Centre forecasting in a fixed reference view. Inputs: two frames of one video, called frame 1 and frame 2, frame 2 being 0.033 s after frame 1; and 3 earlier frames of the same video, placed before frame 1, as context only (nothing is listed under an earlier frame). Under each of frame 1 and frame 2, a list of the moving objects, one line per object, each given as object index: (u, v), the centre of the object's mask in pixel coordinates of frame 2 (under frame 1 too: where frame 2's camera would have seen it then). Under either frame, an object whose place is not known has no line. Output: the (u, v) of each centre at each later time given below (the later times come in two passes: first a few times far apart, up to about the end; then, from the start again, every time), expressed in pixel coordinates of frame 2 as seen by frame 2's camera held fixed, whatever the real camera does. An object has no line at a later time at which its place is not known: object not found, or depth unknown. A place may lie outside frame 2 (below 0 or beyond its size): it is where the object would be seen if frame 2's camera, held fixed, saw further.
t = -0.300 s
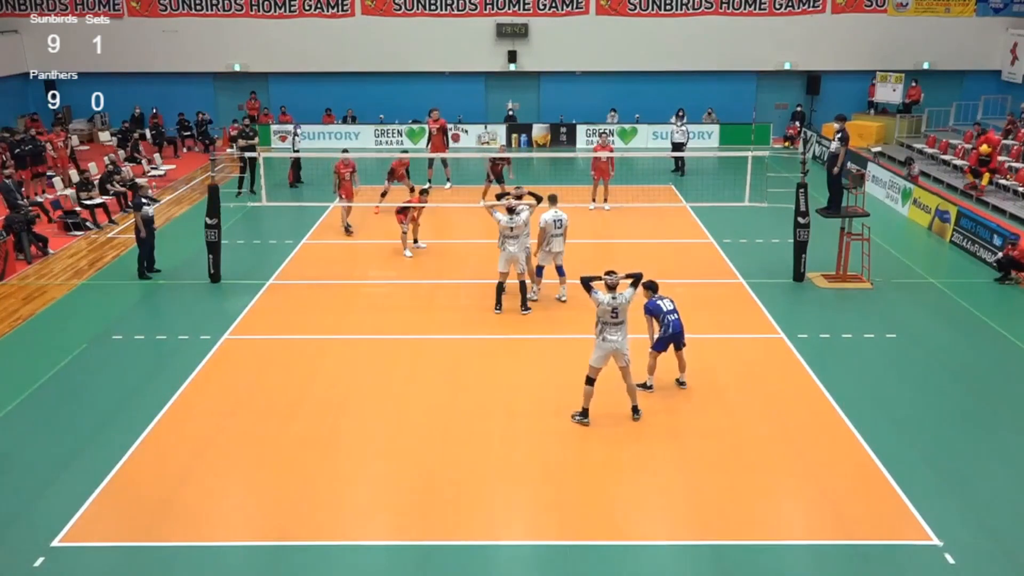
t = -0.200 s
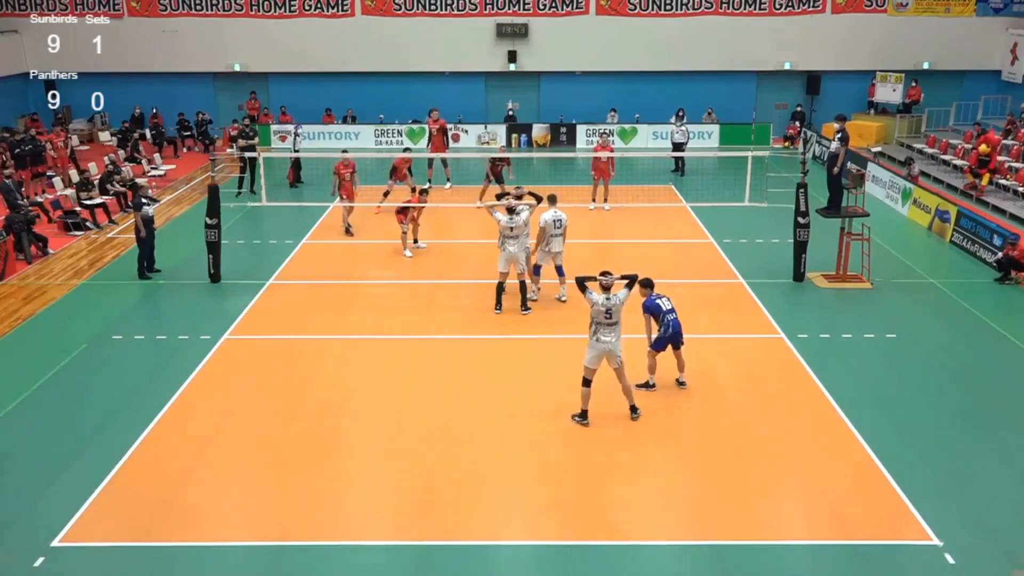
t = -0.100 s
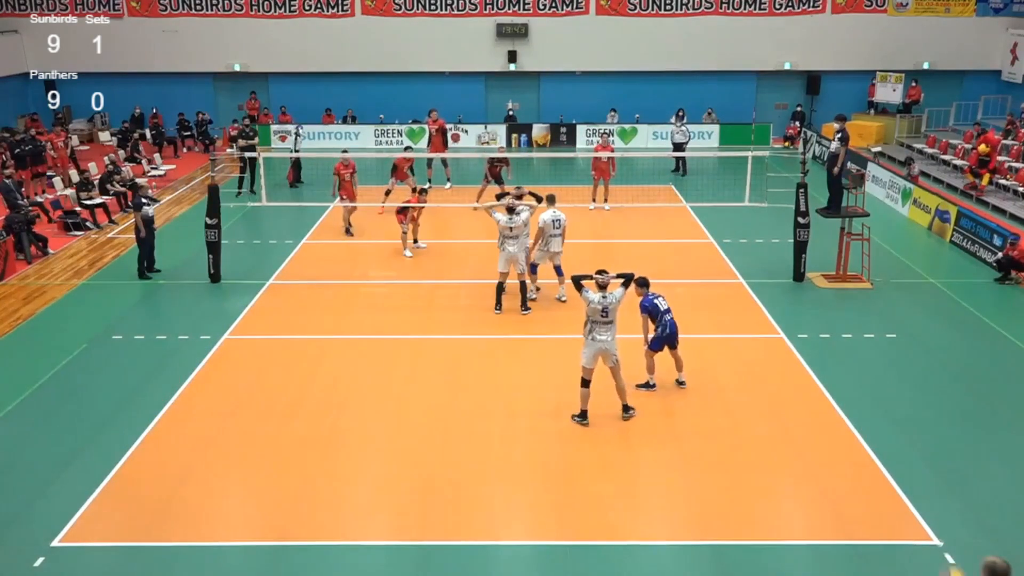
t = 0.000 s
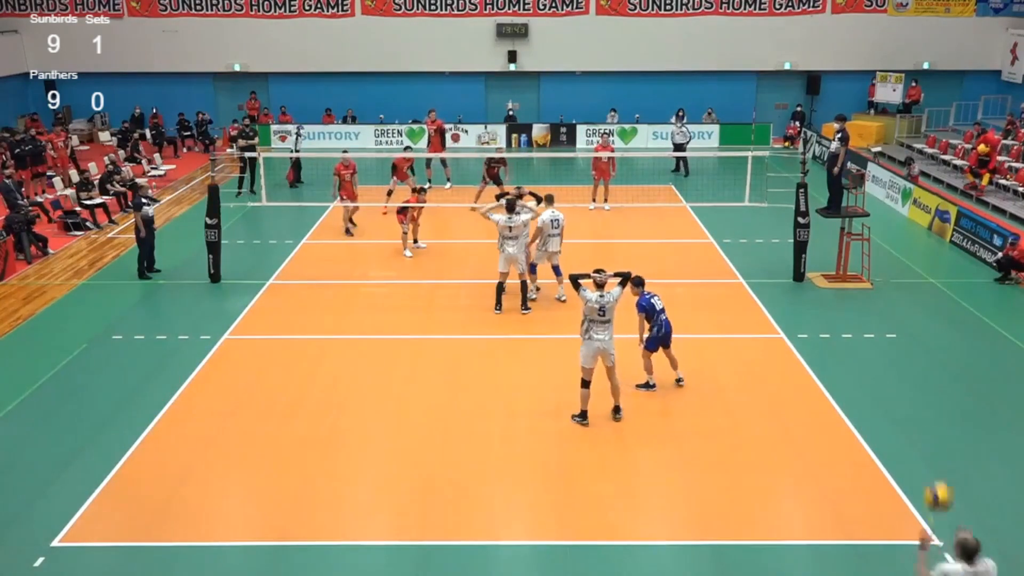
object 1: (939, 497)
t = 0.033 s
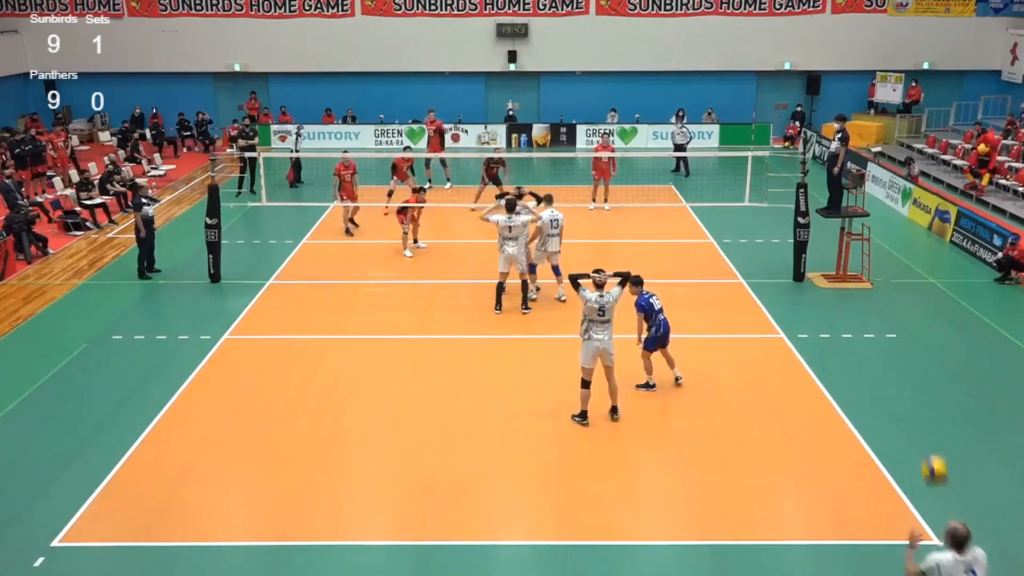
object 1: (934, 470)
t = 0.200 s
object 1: (912, 361)
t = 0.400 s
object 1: (882, 279)
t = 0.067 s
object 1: (930, 445)
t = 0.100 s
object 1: (926, 421)
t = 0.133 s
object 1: (922, 399)
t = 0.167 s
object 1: (917, 380)
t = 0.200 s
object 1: (912, 361)
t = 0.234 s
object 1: (908, 344)
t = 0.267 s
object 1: (903, 328)
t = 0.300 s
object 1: (898, 314)
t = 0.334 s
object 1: (892, 301)
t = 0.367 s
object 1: (888, 289)
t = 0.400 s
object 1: (882, 279)
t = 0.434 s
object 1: (878, 271)
